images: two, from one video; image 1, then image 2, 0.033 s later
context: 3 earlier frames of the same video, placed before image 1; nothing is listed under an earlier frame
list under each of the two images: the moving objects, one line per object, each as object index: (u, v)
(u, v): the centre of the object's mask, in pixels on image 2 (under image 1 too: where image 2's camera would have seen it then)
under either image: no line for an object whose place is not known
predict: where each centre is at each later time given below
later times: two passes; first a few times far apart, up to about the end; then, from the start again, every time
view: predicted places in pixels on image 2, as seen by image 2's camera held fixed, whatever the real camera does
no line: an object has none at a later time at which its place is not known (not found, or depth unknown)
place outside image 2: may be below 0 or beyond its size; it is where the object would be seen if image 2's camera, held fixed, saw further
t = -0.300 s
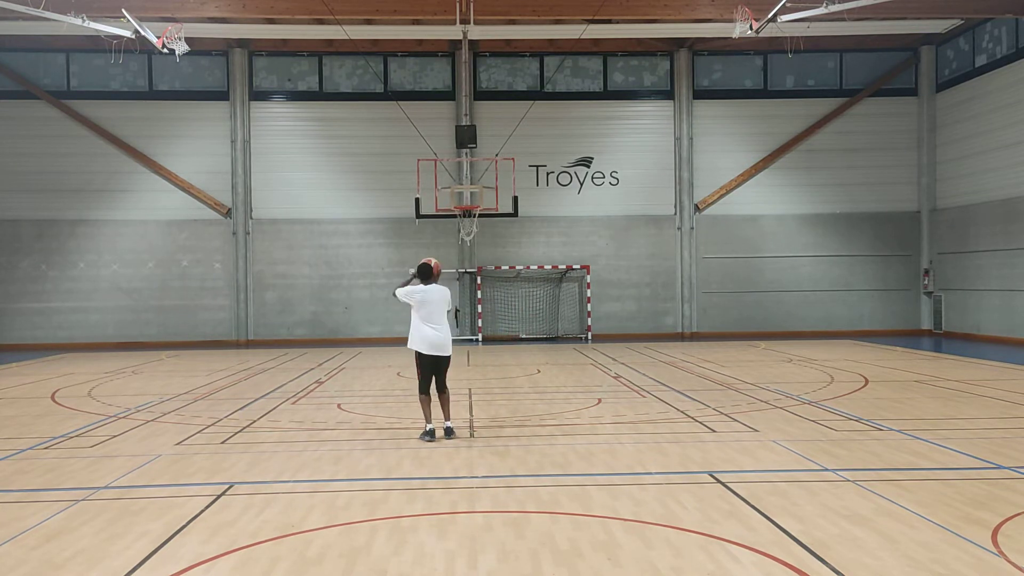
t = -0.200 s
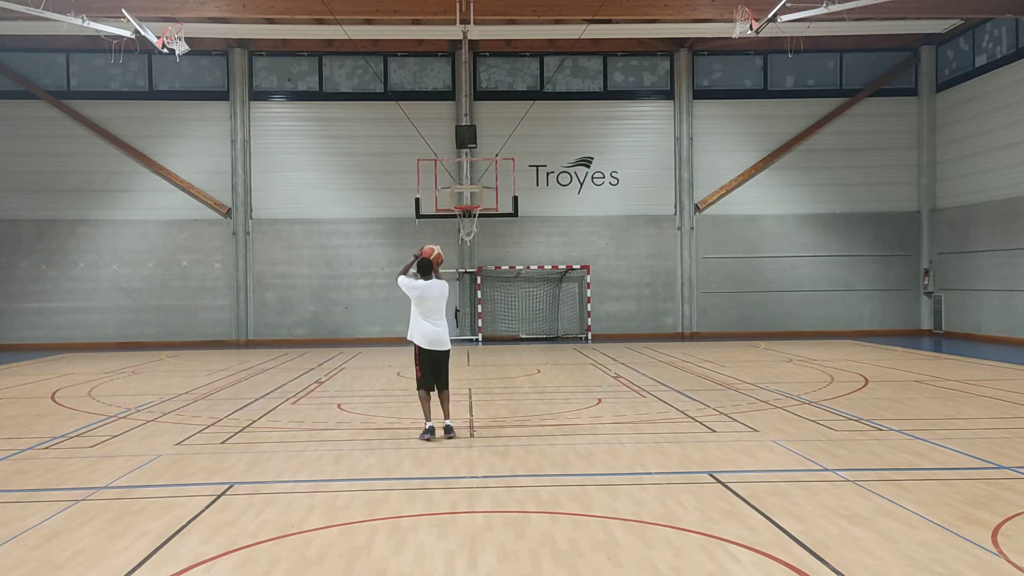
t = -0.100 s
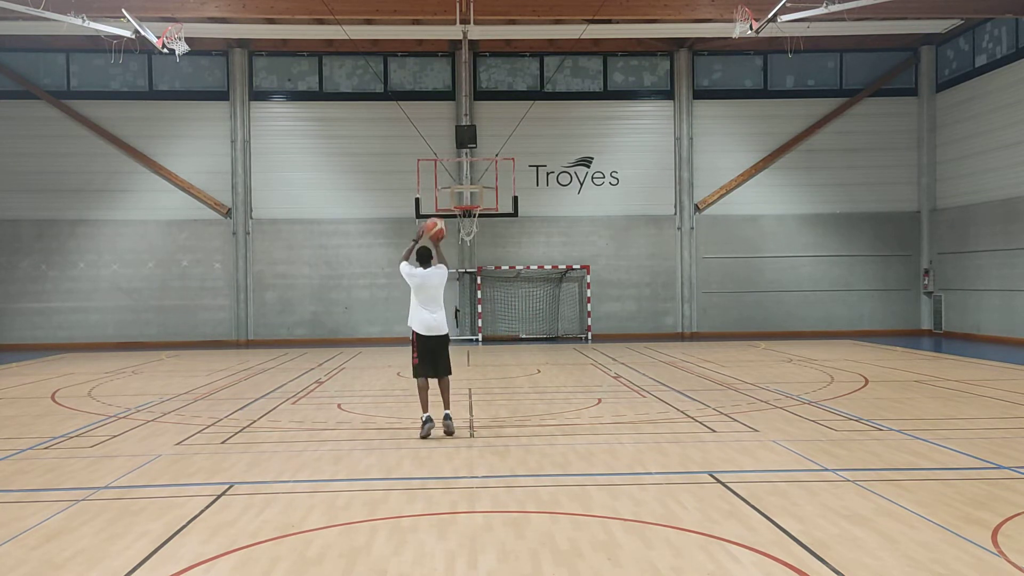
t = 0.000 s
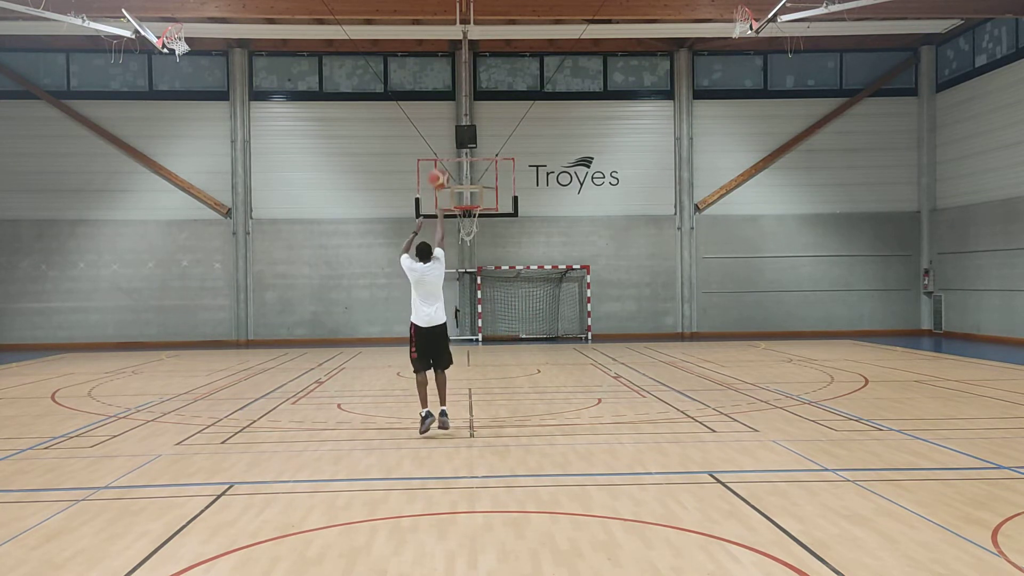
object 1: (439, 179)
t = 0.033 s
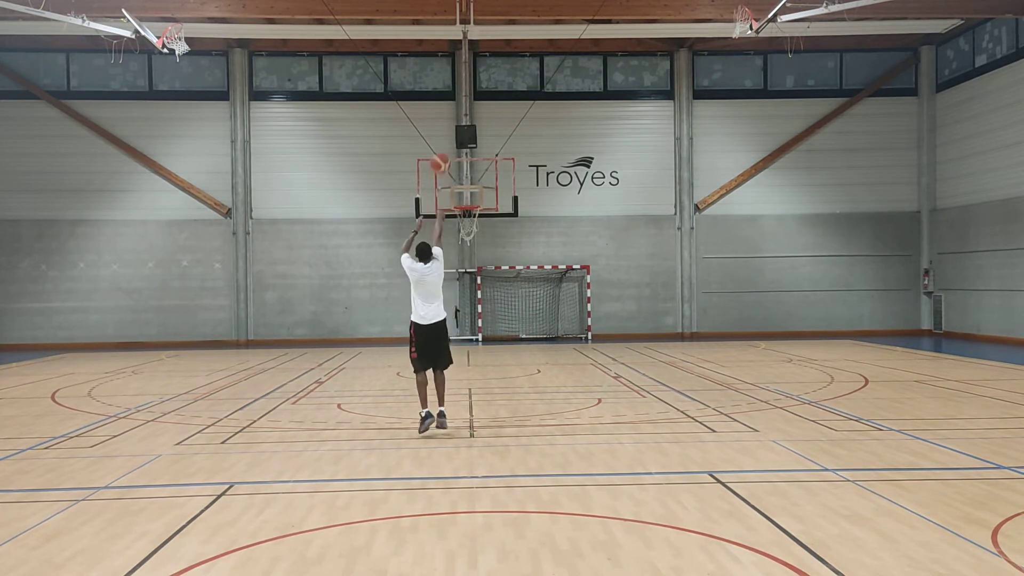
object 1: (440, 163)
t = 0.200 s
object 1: (446, 108)
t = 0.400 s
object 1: (453, 78)
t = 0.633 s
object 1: (460, 80)
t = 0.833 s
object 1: (466, 108)
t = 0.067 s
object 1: (442, 149)
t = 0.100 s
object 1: (442, 137)
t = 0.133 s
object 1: (443, 127)
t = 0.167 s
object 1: (445, 117)
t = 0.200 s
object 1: (446, 108)
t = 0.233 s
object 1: (447, 100)
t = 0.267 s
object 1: (449, 94)
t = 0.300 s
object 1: (450, 88)
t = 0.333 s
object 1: (451, 84)
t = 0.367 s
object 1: (451, 80)
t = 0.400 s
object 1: (453, 78)
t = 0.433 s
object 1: (454, 76)
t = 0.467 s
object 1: (455, 75)
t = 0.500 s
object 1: (456, 75)
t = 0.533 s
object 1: (456, 76)
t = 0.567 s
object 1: (458, 76)
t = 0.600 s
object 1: (459, 77)
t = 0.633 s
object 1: (460, 80)
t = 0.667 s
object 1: (461, 84)
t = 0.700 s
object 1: (462, 87)
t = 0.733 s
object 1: (463, 93)
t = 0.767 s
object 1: (463, 97)
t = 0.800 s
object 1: (465, 102)
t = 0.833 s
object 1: (466, 108)
